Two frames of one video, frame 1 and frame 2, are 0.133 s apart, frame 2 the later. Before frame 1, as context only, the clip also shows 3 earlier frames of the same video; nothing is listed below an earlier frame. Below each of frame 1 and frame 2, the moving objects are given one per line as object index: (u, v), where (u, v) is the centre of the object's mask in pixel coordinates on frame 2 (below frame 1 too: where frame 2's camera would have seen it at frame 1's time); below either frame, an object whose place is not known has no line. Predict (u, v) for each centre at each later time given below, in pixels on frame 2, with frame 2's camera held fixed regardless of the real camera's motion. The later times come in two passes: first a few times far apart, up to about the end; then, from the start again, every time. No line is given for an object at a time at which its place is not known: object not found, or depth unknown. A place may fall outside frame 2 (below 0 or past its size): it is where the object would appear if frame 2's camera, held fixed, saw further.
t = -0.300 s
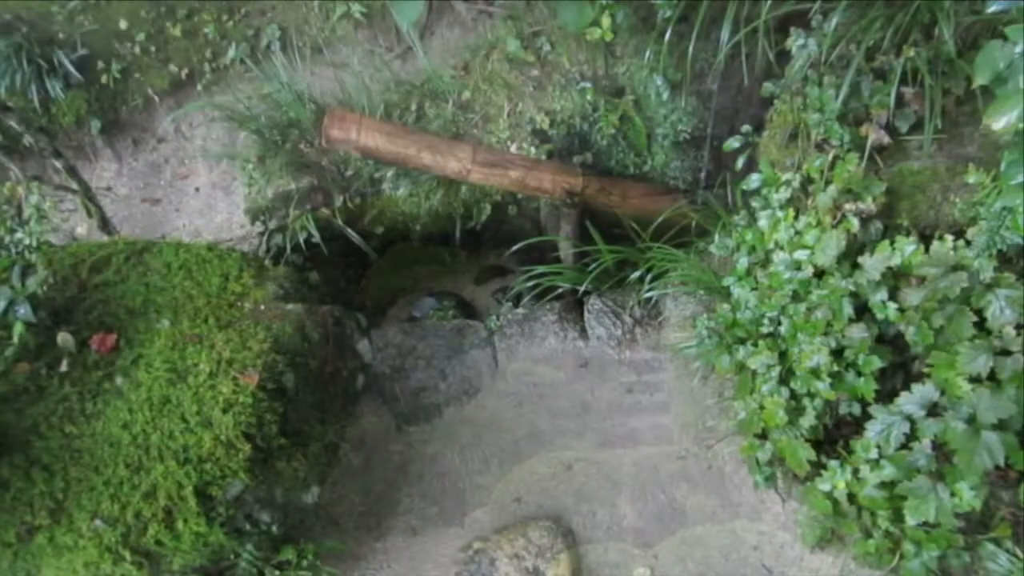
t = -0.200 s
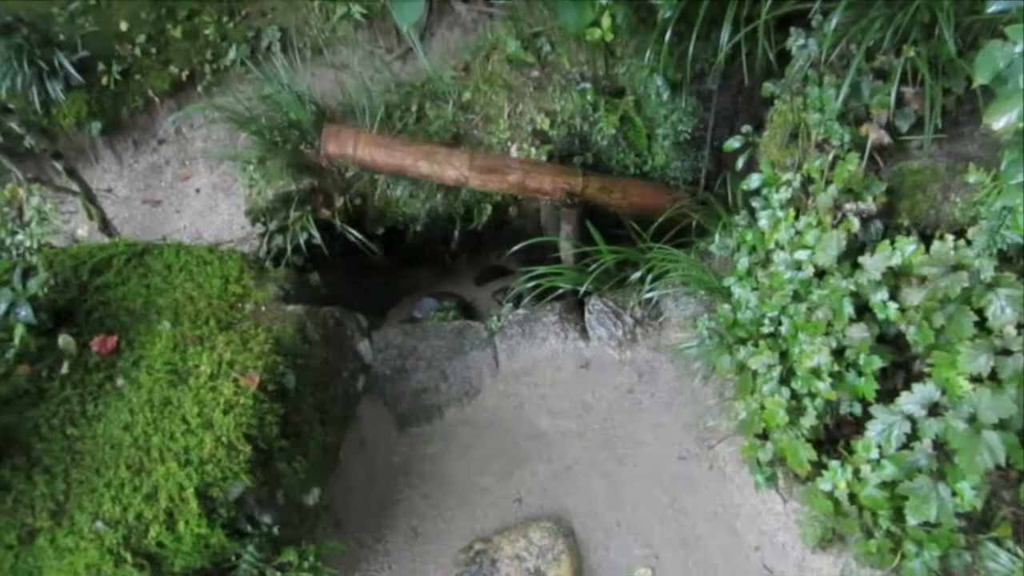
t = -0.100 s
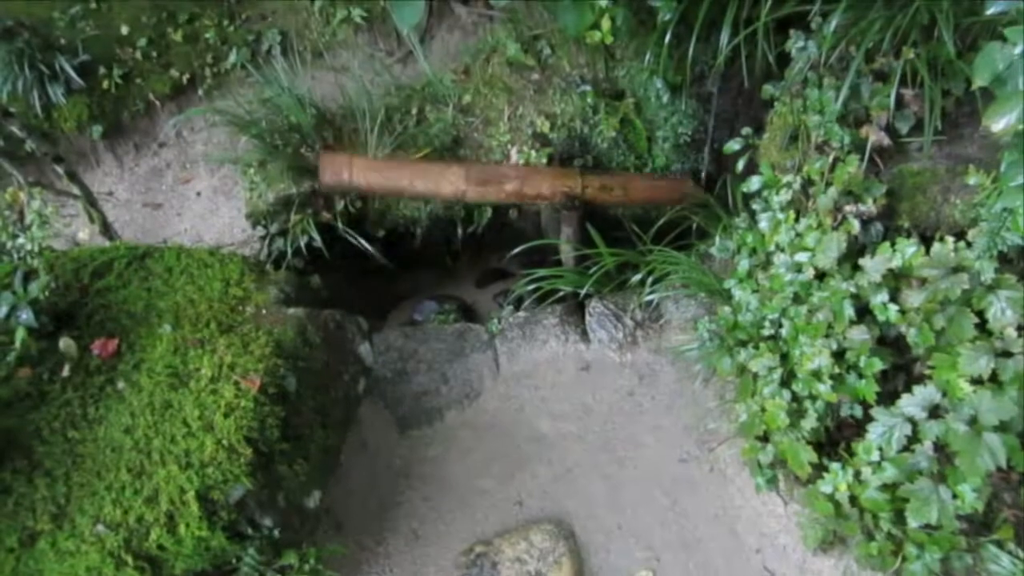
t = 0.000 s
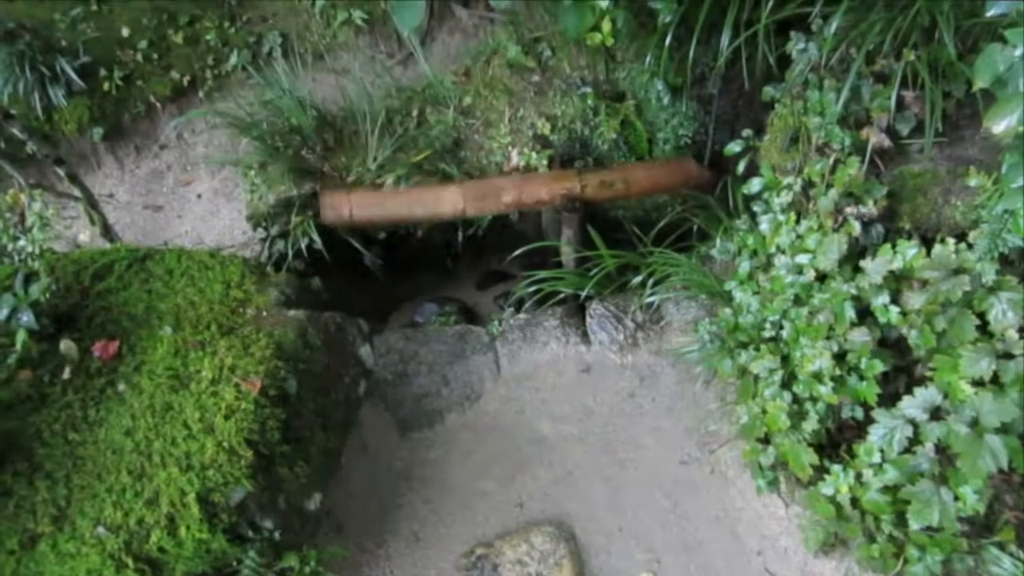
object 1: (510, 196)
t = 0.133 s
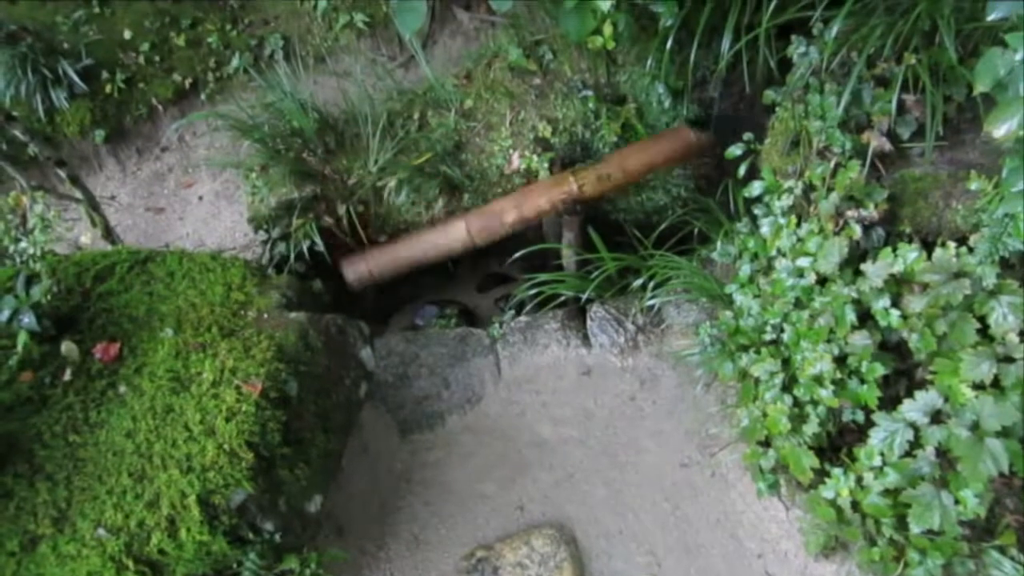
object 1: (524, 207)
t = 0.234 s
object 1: (536, 212)
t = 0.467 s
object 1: (543, 208)
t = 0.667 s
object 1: (547, 206)
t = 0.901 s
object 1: (558, 197)
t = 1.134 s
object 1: (558, 196)
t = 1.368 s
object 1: (558, 196)
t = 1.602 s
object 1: (558, 197)
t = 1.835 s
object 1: (559, 196)
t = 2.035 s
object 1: (558, 196)
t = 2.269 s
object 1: (559, 196)
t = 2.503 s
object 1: (559, 196)
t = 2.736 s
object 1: (559, 196)
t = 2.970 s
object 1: (559, 196)
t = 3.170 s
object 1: (560, 195)
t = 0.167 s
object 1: (525, 210)
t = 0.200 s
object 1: (529, 212)
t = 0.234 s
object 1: (536, 212)
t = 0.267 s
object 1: (542, 207)
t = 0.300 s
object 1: (539, 207)
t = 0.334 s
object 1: (538, 208)
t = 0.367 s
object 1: (541, 210)
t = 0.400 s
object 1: (542, 209)
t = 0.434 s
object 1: (542, 209)
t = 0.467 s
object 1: (543, 208)
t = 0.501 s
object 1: (545, 207)
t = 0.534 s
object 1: (546, 206)
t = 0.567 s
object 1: (555, 199)
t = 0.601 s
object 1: (550, 204)
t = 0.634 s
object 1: (548, 205)
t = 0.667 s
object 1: (547, 206)
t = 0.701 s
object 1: (558, 197)
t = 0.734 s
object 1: (558, 196)
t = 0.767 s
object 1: (558, 196)
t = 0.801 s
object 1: (551, 203)
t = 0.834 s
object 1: (550, 204)
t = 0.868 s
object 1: (558, 196)
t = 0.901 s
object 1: (558, 197)
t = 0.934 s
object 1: (558, 196)
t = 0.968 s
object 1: (558, 196)
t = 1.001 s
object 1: (558, 196)
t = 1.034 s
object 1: (558, 196)
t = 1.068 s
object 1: (558, 196)
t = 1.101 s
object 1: (558, 196)
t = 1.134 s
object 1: (558, 196)
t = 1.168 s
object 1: (558, 196)
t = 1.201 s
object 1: (558, 196)
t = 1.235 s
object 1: (558, 196)
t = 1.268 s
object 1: (558, 196)
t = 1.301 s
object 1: (558, 196)
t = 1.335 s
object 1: (558, 196)
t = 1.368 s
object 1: (558, 196)
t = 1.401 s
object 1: (558, 196)
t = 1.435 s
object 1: (558, 196)
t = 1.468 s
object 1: (558, 197)
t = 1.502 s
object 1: (558, 196)
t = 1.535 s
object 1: (558, 196)
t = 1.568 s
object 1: (558, 197)
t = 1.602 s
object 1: (558, 197)
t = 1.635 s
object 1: (558, 197)
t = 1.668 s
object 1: (558, 196)
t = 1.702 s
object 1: (558, 196)
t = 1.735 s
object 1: (558, 196)
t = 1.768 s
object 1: (558, 196)
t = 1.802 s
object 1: (558, 196)
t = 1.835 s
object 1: (559, 196)
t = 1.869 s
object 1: (558, 197)
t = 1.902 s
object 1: (558, 196)
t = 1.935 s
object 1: (558, 196)
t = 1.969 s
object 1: (558, 196)
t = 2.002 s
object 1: (558, 196)
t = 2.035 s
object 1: (558, 196)
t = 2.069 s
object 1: (558, 196)
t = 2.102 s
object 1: (558, 196)
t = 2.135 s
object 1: (559, 196)
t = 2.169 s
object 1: (558, 196)
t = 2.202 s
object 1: (559, 196)
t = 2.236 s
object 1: (559, 196)
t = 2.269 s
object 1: (559, 196)
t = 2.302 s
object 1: (559, 196)
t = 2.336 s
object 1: (559, 196)
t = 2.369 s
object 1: (559, 196)
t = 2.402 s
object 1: (559, 196)
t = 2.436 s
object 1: (559, 195)
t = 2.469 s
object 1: (559, 196)
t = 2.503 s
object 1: (559, 196)
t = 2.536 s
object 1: (559, 196)
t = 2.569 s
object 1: (559, 196)
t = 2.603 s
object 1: (559, 196)
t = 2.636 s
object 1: (559, 196)
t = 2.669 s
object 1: (559, 196)
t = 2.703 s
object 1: (559, 196)
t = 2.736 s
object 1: (559, 196)
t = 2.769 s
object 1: (559, 196)
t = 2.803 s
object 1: (559, 196)
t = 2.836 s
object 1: (559, 196)
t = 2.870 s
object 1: (559, 196)
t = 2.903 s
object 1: (559, 196)
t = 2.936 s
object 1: (559, 196)
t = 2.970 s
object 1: (559, 196)
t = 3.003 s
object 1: (559, 196)
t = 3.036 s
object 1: (559, 196)
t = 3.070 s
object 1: (559, 196)
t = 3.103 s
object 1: (559, 196)
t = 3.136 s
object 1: (560, 195)
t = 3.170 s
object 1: (560, 195)
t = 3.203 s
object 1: (559, 196)
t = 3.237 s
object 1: (559, 196)
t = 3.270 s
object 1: (559, 196)
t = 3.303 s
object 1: (559, 196)
